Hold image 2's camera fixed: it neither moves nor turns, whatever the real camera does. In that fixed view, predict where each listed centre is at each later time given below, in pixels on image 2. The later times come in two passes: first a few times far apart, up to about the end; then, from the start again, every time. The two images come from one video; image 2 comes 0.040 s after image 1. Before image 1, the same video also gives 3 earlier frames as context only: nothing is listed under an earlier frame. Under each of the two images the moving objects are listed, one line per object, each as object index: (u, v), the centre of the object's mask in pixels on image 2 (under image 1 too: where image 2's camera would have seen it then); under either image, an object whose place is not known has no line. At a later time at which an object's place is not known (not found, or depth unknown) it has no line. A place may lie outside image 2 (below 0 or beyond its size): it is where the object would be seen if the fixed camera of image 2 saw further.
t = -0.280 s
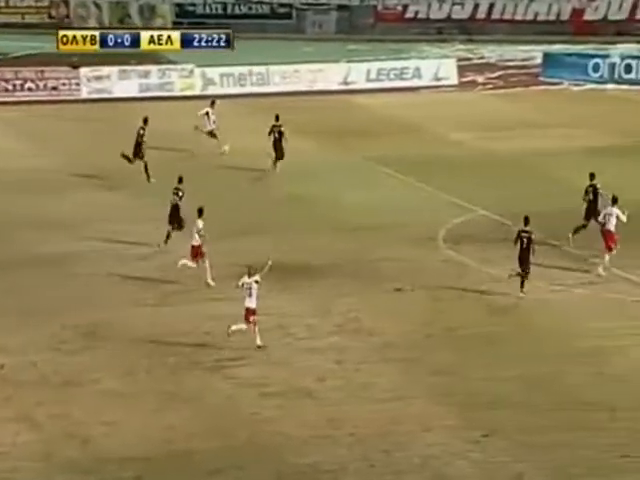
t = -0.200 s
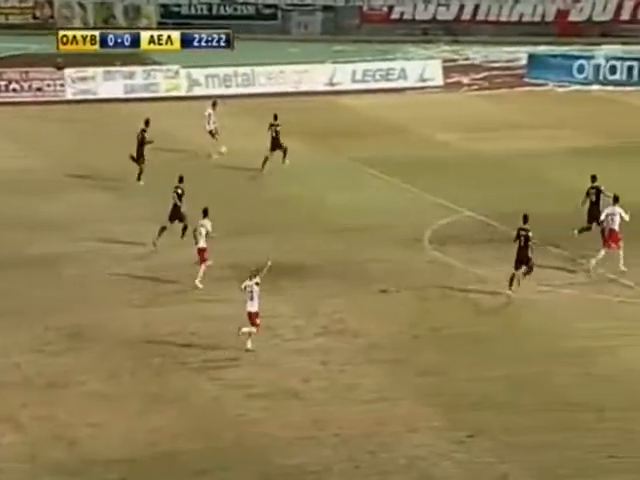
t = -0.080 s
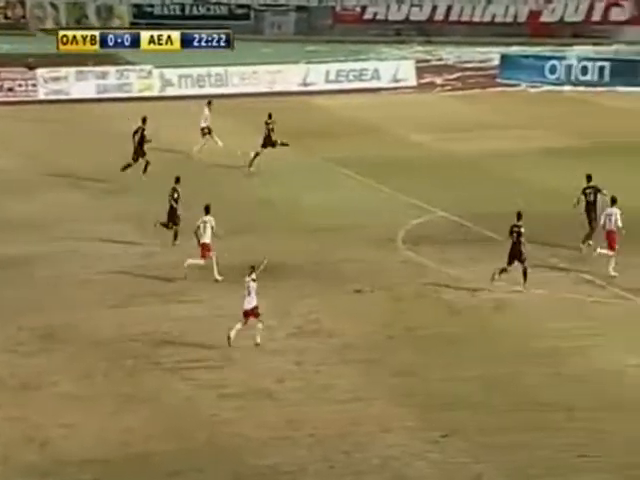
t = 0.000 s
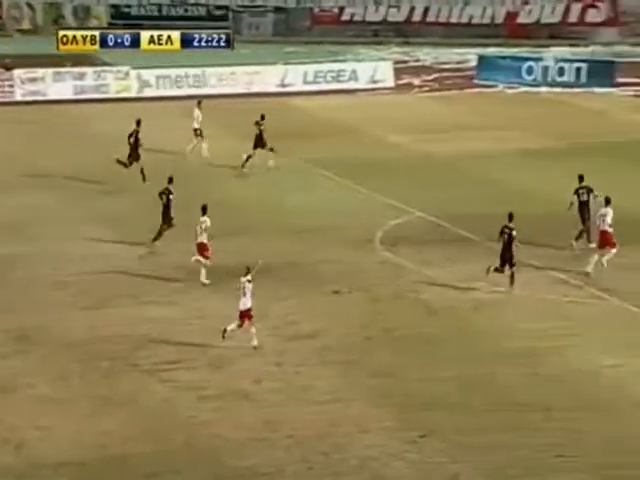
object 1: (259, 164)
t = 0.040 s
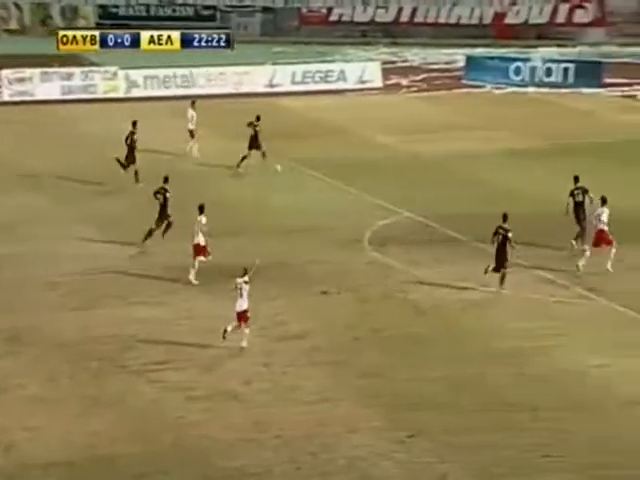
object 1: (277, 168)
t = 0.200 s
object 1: (344, 178)
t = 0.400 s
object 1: (416, 189)
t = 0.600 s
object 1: (478, 201)
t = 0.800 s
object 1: (530, 213)
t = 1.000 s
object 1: (579, 220)
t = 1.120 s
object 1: (606, 228)
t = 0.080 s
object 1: (295, 169)
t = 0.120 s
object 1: (312, 170)
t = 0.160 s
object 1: (328, 174)
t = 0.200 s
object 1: (344, 178)
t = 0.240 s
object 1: (360, 181)
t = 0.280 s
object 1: (374, 184)
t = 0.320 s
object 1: (389, 185)
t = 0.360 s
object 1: (403, 185)
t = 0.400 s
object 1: (416, 189)
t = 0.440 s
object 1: (430, 193)
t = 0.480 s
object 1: (443, 197)
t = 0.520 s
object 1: (455, 198)
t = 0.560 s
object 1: (467, 200)
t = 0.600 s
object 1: (478, 201)
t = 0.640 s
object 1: (489, 205)
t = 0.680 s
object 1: (500, 206)
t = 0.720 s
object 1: (510, 207)
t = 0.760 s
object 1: (520, 210)
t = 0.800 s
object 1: (530, 213)
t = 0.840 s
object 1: (541, 215)
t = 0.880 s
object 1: (551, 216)
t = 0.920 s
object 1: (560, 216)
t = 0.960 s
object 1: (569, 218)
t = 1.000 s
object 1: (579, 220)
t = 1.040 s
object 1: (588, 224)
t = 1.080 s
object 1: (597, 226)
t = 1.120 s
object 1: (606, 228)
